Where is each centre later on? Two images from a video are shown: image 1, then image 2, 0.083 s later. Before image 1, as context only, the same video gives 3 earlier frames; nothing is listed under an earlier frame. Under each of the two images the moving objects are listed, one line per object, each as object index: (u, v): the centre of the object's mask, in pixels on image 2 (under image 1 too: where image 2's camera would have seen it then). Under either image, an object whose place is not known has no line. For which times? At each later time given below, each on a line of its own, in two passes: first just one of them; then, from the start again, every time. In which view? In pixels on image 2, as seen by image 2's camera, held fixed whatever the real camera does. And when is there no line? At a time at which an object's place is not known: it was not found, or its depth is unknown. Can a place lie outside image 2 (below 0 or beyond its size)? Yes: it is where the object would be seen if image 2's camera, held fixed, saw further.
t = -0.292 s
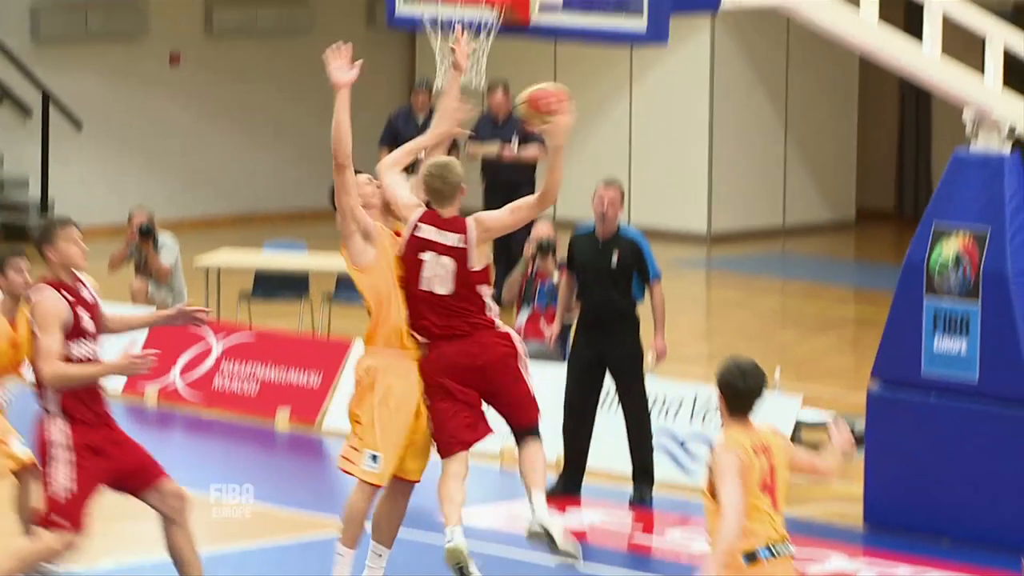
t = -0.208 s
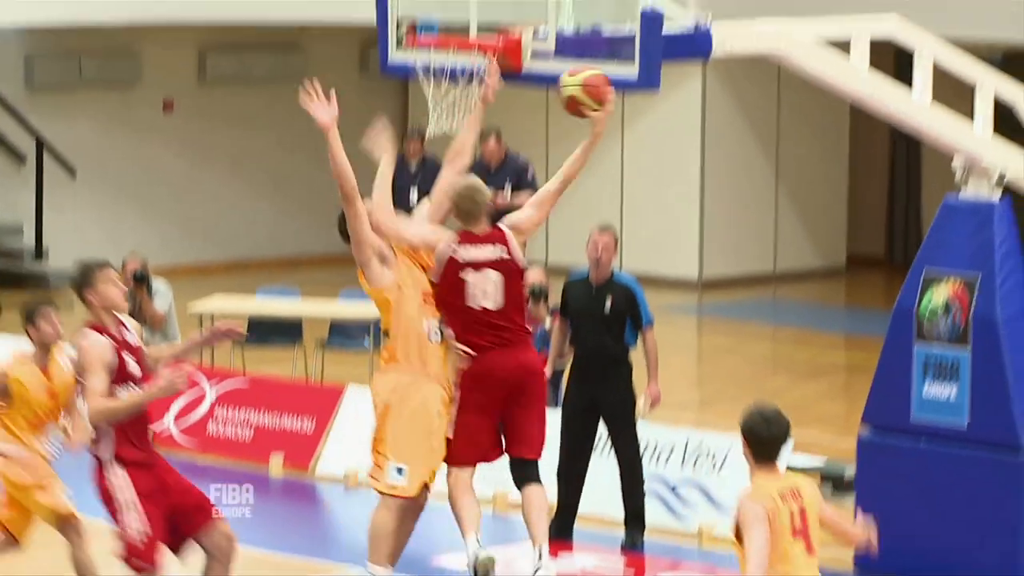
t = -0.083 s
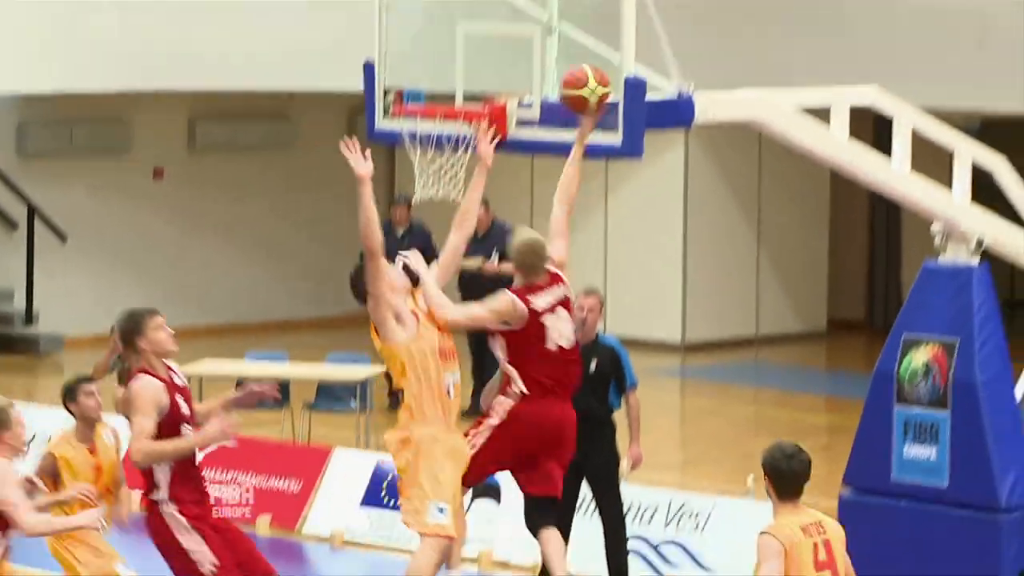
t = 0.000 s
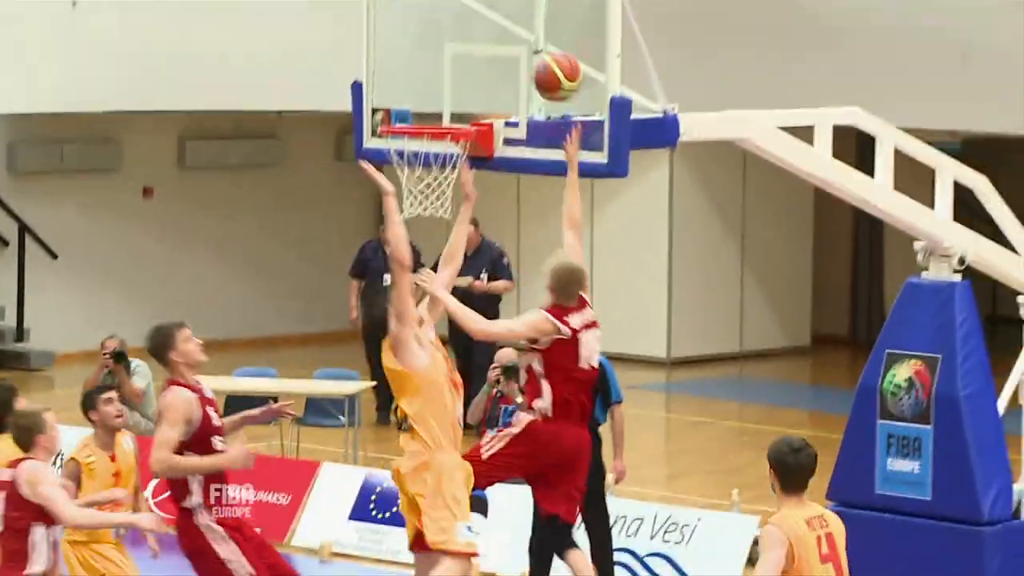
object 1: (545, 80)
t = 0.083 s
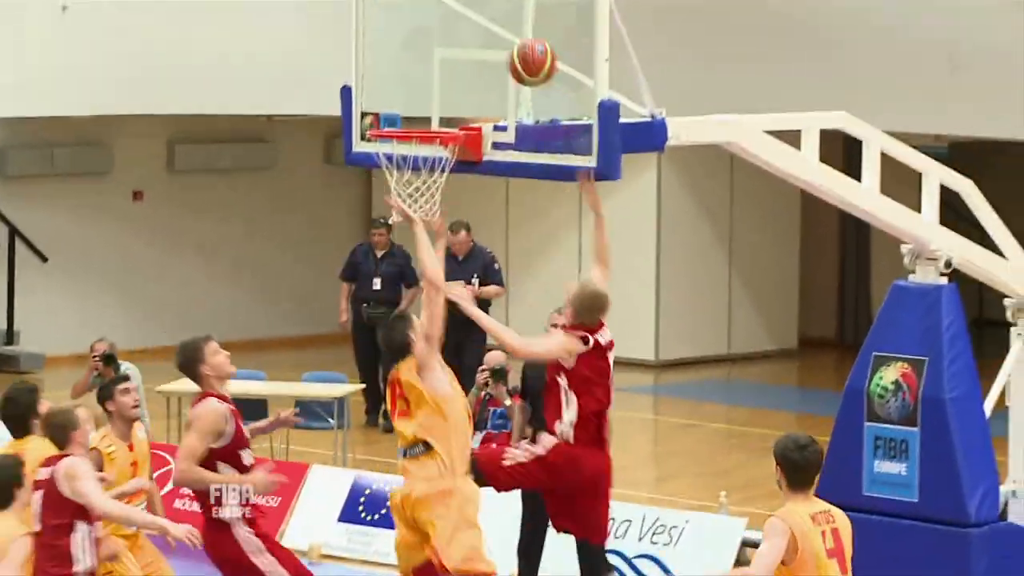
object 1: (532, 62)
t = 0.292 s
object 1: (431, 71)
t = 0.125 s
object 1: (512, 56)
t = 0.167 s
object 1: (492, 56)
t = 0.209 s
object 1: (472, 57)
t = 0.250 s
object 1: (451, 62)
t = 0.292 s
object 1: (431, 71)
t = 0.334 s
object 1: (410, 83)
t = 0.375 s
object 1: (391, 96)
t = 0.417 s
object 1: (371, 112)
